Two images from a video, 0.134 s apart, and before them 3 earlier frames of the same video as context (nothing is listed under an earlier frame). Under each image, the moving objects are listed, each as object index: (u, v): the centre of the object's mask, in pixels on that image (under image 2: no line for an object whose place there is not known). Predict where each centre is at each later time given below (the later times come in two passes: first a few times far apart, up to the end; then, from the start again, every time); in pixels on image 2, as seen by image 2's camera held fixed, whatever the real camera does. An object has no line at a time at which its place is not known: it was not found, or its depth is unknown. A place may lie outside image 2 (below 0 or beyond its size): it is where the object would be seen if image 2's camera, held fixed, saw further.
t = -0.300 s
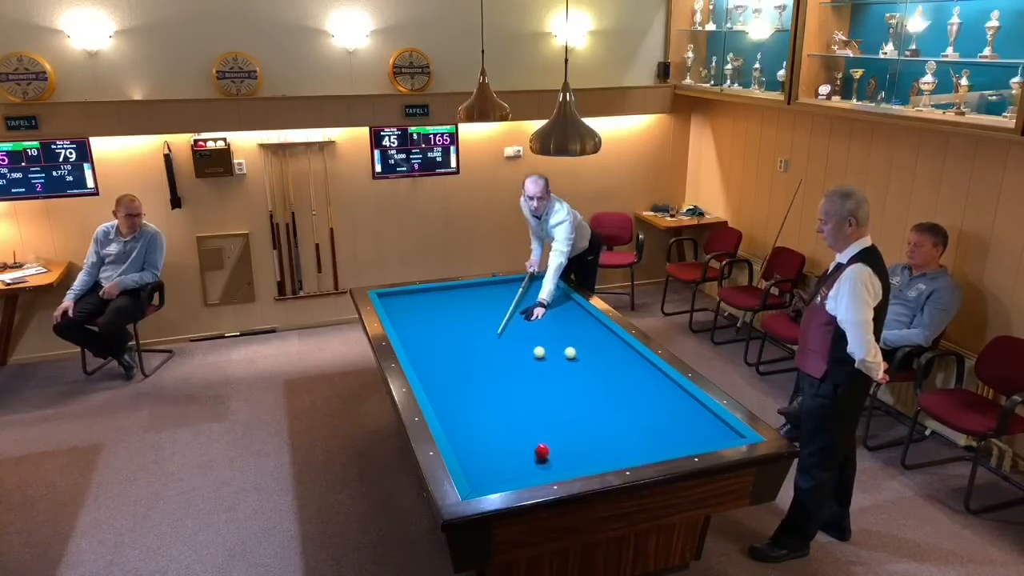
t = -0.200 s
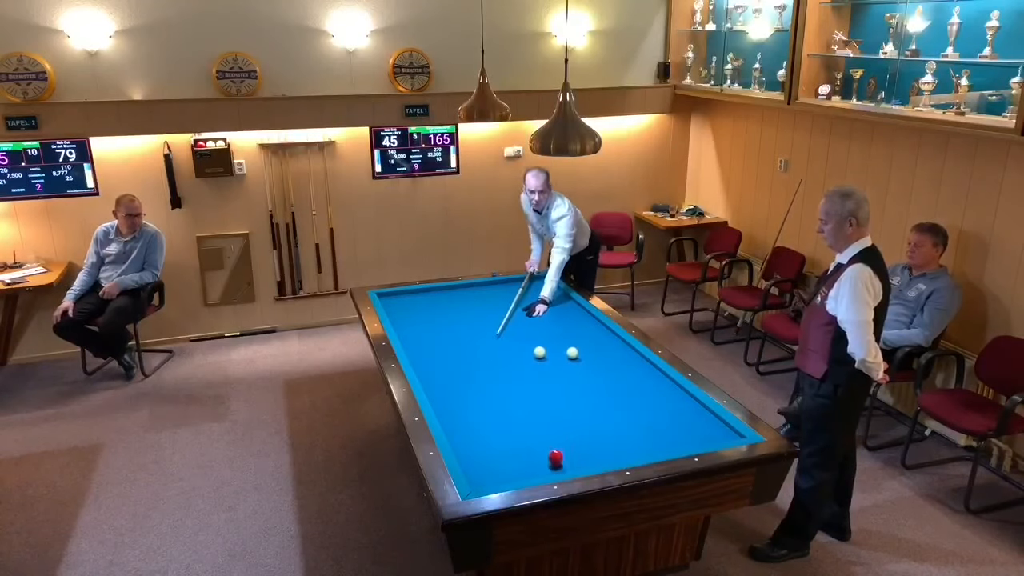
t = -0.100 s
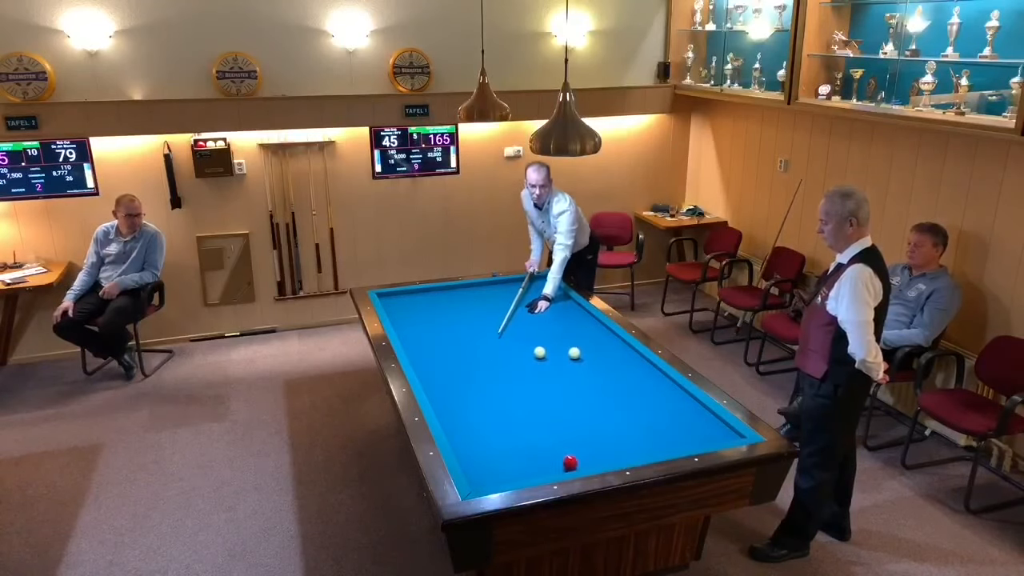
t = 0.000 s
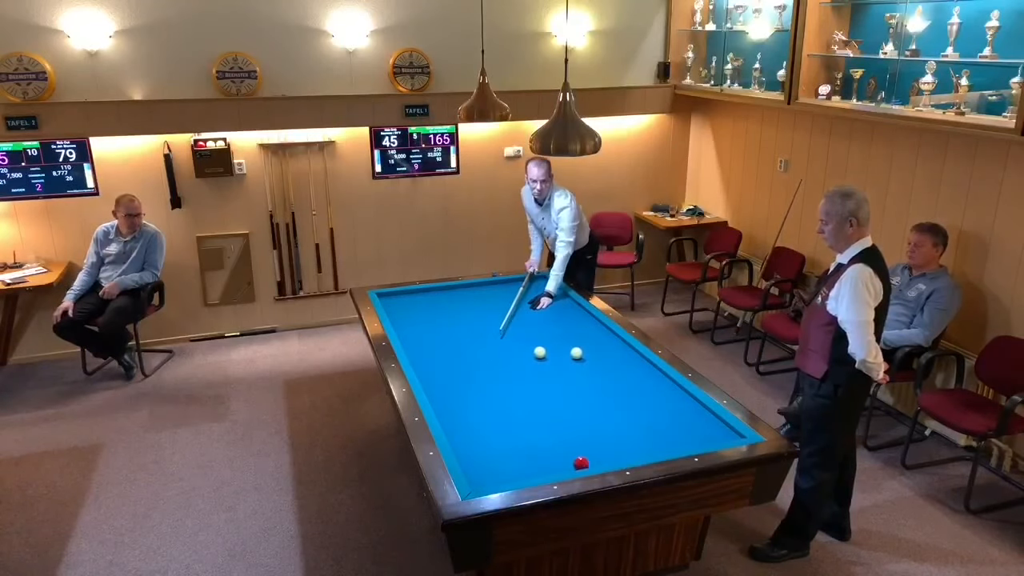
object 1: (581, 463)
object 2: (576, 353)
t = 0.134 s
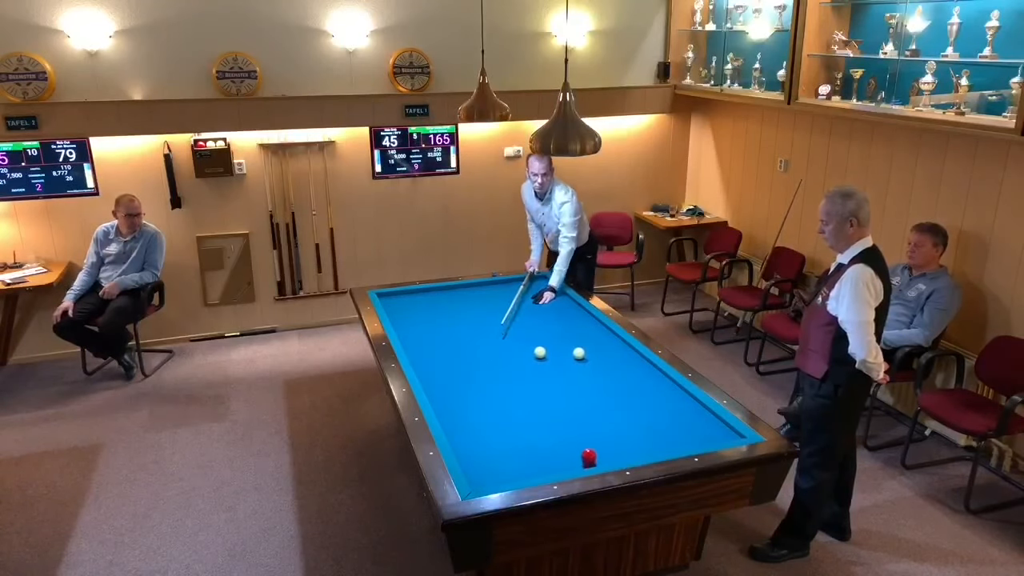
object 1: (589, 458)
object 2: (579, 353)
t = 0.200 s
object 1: (593, 454)
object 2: (580, 353)
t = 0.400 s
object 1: (603, 443)
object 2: (584, 353)
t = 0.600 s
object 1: (613, 432)
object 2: (587, 354)
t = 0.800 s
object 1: (622, 423)
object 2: (589, 354)
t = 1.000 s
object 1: (630, 414)
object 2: (592, 354)
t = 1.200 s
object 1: (638, 406)
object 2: (594, 354)
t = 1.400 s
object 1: (646, 398)
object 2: (595, 354)
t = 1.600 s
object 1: (653, 391)
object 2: (597, 354)
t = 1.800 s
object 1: (659, 384)
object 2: (598, 354)
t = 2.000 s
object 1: (664, 378)
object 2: (598, 354)
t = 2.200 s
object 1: (653, 375)
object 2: (598, 354)
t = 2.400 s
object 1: (643, 373)
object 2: (598, 354)
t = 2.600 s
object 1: (633, 370)
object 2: (598, 354)
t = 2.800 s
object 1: (623, 368)
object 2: (598, 354)
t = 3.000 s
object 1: (615, 366)
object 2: (598, 354)
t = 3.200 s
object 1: (607, 364)
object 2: (598, 354)
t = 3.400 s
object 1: (600, 361)
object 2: (598, 352)
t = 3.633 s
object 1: (591, 360)
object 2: (599, 354)
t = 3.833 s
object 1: (584, 358)
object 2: (598, 354)
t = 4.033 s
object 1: (578, 356)
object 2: (598, 354)
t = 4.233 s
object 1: (572, 354)
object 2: (598, 354)
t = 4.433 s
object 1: (566, 353)
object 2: (598, 354)
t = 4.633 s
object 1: (561, 351)
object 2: (598, 354)
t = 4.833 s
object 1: (556, 350)
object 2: (598, 354)
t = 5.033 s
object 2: (598, 354)
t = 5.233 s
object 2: (598, 354)
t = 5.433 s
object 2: (598, 354)
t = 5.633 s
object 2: (598, 354)
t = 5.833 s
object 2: (598, 354)
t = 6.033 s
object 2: (598, 354)
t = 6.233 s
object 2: (598, 354)
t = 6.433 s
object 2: (598, 354)
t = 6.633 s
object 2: (598, 354)
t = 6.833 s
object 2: (598, 354)
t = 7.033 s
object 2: (598, 354)
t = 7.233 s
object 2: (598, 354)
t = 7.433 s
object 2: (598, 354)
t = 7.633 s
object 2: (598, 354)
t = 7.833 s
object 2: (598, 354)
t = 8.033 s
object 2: (598, 354)
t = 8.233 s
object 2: (598, 354)
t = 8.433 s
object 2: (598, 354)
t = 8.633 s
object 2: (598, 354)
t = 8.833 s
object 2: (598, 354)
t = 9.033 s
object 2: (598, 354)
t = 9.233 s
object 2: (598, 354)
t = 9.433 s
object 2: (598, 354)
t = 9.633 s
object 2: (598, 354)
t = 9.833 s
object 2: (598, 354)
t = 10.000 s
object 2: (598, 354)
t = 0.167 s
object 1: (591, 457)
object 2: (579, 353)
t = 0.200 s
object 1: (593, 454)
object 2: (580, 353)
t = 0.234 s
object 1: (594, 451)
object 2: (581, 353)
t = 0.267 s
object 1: (596, 450)
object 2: (581, 353)
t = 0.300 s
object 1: (598, 448)
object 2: (582, 353)
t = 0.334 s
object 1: (600, 446)
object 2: (582, 353)
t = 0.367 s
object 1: (601, 444)
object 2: (583, 353)
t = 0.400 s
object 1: (603, 443)
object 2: (584, 353)
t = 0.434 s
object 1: (605, 441)
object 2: (584, 353)
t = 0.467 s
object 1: (606, 439)
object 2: (584, 354)
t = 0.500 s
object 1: (608, 437)
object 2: (585, 354)
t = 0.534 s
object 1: (609, 435)
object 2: (586, 354)
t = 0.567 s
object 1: (611, 434)
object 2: (586, 354)
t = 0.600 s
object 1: (613, 432)
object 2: (587, 354)
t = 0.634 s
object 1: (614, 431)
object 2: (587, 354)
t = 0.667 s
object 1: (616, 429)
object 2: (588, 354)
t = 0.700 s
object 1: (617, 427)
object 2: (588, 354)
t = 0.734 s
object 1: (619, 426)
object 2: (588, 354)
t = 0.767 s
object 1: (620, 424)
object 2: (589, 354)
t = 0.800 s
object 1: (622, 423)
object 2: (589, 354)
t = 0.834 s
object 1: (623, 421)
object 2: (590, 354)
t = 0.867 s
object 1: (625, 420)
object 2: (590, 354)
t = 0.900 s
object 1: (626, 418)
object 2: (590, 354)
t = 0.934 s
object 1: (627, 417)
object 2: (591, 354)
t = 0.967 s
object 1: (629, 415)
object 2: (591, 354)
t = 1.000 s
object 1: (630, 414)
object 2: (592, 354)
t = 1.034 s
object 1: (632, 413)
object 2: (592, 354)
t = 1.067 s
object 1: (633, 411)
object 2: (593, 354)
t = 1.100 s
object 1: (634, 410)
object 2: (593, 354)
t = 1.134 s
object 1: (636, 408)
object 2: (593, 354)
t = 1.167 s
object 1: (637, 407)
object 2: (593, 354)
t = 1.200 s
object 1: (638, 406)
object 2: (594, 354)
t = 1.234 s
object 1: (640, 404)
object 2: (594, 354)
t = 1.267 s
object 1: (641, 403)
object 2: (594, 354)
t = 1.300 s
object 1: (642, 402)
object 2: (594, 354)
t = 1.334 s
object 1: (643, 401)
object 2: (595, 354)
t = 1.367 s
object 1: (645, 399)
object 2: (595, 354)
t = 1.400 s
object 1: (646, 398)
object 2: (595, 354)
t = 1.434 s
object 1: (647, 397)
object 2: (595, 354)
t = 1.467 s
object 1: (648, 396)
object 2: (596, 354)
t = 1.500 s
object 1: (649, 394)
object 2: (596, 354)
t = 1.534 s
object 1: (651, 393)
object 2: (596, 354)
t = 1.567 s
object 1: (651, 392)
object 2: (596, 354)
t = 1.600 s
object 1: (653, 391)
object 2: (597, 354)
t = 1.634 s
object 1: (654, 390)
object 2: (597, 354)
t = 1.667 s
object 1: (655, 389)
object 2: (597, 354)
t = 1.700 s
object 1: (656, 387)
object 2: (597, 354)
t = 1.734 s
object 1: (657, 386)
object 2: (597, 354)
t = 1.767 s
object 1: (658, 385)
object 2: (597, 354)
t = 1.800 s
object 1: (659, 384)
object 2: (598, 354)
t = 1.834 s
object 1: (660, 383)
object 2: (598, 354)
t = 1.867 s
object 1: (661, 382)
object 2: (598, 354)
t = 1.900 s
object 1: (662, 381)
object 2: (598, 354)
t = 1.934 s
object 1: (664, 379)
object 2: (598, 354)
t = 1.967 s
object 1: (665, 379)
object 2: (598, 354)
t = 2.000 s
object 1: (664, 378)
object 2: (598, 354)
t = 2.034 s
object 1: (662, 377)
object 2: (598, 354)
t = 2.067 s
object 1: (660, 377)
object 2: (598, 354)
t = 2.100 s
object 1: (659, 377)
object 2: (598, 354)
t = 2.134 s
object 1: (657, 376)
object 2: (598, 354)
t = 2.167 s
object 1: (655, 376)
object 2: (598, 354)
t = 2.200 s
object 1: (653, 375)
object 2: (598, 354)
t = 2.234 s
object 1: (652, 375)
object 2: (598, 354)
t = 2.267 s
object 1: (649, 375)
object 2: (598, 354)
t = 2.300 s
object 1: (648, 374)
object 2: (598, 354)
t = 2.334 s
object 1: (646, 373)
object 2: (598, 354)
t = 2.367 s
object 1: (644, 373)
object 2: (598, 354)
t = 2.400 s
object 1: (643, 373)
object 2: (598, 354)
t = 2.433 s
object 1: (641, 372)
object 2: (598, 354)
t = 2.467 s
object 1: (639, 372)
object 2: (598, 354)
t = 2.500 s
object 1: (638, 371)
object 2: (598, 354)
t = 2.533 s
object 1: (636, 371)
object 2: (598, 354)
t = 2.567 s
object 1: (634, 370)
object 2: (598, 354)
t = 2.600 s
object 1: (633, 370)
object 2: (598, 354)
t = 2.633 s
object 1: (631, 369)
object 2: (598, 354)
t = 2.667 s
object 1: (629, 369)
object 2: (598, 354)
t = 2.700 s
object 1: (628, 369)
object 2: (598, 354)
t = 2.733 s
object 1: (627, 368)
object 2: (598, 354)
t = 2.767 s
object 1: (625, 368)
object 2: (598, 354)
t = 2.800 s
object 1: (623, 368)
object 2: (598, 354)
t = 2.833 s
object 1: (622, 367)
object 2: (598, 354)
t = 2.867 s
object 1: (621, 367)
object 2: (598, 354)
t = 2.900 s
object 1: (619, 367)
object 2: (598, 354)
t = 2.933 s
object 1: (618, 366)
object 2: (598, 354)
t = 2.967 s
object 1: (617, 366)
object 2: (598, 354)
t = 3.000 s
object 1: (615, 366)
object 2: (598, 354)
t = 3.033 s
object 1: (614, 365)
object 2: (598, 354)
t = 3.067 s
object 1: (612, 365)
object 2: (598, 354)
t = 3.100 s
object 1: (611, 365)
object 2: (598, 354)
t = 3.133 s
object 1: (609, 364)
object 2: (598, 354)
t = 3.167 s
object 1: (608, 364)
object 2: (598, 354)
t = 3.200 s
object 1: (607, 364)
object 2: (598, 354)
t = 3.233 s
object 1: (606, 364)
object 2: (598, 354)
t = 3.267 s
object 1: (604, 363)
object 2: (598, 354)
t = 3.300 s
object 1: (603, 363)
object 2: (598, 353)
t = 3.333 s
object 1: (602, 362)
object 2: (598, 353)
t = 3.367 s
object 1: (601, 362)
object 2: (598, 353)
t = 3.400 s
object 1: (600, 361)
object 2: (598, 352)
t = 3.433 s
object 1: (598, 361)
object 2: (598, 352)
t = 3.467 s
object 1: (597, 361)
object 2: (598, 352)
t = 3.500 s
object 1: (596, 361)
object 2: (599, 353)
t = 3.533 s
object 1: (594, 360)
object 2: (599, 353)
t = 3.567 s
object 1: (593, 360)
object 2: (599, 353)
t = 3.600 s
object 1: (592, 360)
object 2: (599, 353)
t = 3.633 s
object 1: (591, 360)
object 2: (599, 354)
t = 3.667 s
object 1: (590, 359)
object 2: (599, 354)
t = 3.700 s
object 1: (588, 359)
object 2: (599, 354)
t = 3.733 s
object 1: (587, 359)
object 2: (598, 354)
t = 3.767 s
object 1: (586, 358)
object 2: (598, 354)
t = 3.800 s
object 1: (585, 358)
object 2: (598, 354)
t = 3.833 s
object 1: (584, 358)
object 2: (598, 354)
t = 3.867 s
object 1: (583, 357)
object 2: (598, 354)
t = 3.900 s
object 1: (582, 357)
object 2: (598, 354)
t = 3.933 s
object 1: (581, 357)
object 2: (598, 354)
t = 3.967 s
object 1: (580, 356)
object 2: (598, 354)
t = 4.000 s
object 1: (579, 356)
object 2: (598, 354)
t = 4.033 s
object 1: (578, 356)
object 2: (598, 354)
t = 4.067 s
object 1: (577, 356)
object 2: (598, 354)
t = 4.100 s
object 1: (576, 355)
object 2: (598, 354)
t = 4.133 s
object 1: (575, 355)
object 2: (598, 354)
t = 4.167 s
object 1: (574, 355)
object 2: (598, 354)
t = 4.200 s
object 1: (573, 354)
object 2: (598, 354)
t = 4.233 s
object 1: (572, 354)
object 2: (598, 354)
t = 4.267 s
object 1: (571, 354)
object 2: (598, 354)
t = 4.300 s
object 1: (570, 353)
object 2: (598, 354)
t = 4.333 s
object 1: (569, 353)
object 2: (598, 354)
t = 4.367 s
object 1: (568, 353)
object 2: (598, 354)
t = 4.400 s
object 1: (567, 353)
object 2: (598, 354)
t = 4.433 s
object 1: (566, 353)
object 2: (598, 354)
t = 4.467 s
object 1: (565, 352)
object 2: (598, 354)
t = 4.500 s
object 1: (565, 352)
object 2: (598, 354)
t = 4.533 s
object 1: (564, 352)
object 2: (598, 354)
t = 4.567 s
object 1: (563, 352)
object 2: (598, 354)
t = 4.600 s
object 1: (562, 352)
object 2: (598, 354)
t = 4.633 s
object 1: (561, 351)
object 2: (598, 354)
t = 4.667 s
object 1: (560, 351)
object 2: (598, 354)
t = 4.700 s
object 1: (559, 351)
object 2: (598, 354)
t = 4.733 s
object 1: (559, 351)
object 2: (598, 354)
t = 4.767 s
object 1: (558, 351)
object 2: (598, 354)
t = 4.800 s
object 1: (557, 351)
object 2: (598, 354)
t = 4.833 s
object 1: (556, 350)
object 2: (598, 354)
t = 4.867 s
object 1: (556, 350)
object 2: (598, 354)
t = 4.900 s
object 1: (555, 350)
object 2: (598, 354)
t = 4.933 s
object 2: (598, 354)
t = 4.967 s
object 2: (598, 354)
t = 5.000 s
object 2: (598, 354)
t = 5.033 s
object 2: (598, 354)
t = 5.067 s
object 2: (598, 354)
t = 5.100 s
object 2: (598, 354)
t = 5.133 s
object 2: (598, 354)
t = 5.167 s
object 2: (598, 354)
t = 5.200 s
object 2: (598, 354)
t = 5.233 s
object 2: (598, 354)
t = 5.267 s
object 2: (598, 354)
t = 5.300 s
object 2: (598, 354)
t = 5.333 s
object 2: (598, 354)
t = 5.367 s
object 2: (598, 354)
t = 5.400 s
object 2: (598, 354)
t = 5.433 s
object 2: (598, 354)
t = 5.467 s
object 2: (598, 354)
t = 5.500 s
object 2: (598, 354)
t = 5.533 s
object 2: (598, 354)
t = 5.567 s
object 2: (598, 354)
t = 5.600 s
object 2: (598, 354)
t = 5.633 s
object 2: (598, 354)
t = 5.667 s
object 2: (598, 354)
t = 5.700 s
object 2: (598, 354)
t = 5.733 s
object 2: (598, 354)
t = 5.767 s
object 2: (598, 354)
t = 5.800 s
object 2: (598, 354)
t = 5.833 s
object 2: (598, 354)
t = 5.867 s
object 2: (598, 354)
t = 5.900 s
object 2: (598, 354)
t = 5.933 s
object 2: (598, 354)
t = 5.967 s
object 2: (598, 354)
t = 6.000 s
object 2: (598, 354)
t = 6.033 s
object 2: (598, 354)
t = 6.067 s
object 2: (598, 354)
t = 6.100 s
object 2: (598, 354)
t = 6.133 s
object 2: (598, 354)
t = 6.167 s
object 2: (598, 354)
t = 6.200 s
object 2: (598, 354)
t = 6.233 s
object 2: (598, 354)
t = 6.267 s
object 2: (598, 354)
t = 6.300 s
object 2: (598, 354)
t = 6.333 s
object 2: (598, 354)
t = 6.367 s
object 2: (598, 354)
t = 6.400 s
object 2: (598, 354)
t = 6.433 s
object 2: (598, 354)
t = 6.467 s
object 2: (598, 354)
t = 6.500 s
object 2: (598, 354)
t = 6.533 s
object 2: (598, 354)
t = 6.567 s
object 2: (598, 354)
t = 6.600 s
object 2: (598, 354)
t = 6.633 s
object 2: (598, 354)
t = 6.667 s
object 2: (598, 354)
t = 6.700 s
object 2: (598, 354)
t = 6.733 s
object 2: (598, 354)
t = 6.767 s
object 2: (598, 354)
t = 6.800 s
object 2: (598, 354)
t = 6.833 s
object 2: (598, 354)
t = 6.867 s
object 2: (598, 354)
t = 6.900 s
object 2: (598, 354)
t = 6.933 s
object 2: (598, 354)
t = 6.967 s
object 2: (598, 354)
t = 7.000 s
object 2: (598, 354)
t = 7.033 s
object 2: (598, 354)
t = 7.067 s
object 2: (598, 354)
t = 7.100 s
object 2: (598, 354)
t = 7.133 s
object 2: (598, 354)
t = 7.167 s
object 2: (598, 354)
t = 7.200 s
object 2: (598, 354)
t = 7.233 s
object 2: (598, 354)
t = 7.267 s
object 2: (598, 354)
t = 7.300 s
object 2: (598, 354)
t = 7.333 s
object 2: (598, 354)
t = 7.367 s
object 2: (598, 354)
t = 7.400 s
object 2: (598, 354)
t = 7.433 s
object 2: (598, 354)
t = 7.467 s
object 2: (598, 354)
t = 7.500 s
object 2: (598, 354)
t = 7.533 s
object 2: (598, 354)
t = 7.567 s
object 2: (598, 354)
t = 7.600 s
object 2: (598, 354)
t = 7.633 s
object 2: (598, 354)
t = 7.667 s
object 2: (598, 354)
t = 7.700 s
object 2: (598, 354)
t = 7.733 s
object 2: (598, 354)
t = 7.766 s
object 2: (598, 354)
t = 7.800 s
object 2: (598, 354)
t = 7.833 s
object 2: (598, 354)
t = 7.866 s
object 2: (598, 354)
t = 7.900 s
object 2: (598, 354)
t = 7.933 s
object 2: (598, 354)
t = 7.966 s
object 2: (598, 354)
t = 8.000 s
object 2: (598, 354)
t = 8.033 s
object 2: (598, 354)
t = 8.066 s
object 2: (598, 354)
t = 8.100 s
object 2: (598, 354)
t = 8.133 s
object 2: (598, 354)
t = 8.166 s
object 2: (598, 354)
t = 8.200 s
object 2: (598, 354)
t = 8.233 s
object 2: (598, 354)
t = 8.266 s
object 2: (598, 354)
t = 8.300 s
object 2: (598, 354)
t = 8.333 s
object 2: (598, 354)
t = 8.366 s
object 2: (598, 354)
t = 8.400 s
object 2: (598, 354)
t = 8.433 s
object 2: (598, 354)
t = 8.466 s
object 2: (598, 354)
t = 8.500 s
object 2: (598, 354)
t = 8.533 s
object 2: (598, 354)
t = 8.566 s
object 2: (598, 354)
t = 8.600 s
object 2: (598, 354)
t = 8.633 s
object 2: (598, 354)
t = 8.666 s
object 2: (598, 354)
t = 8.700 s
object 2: (598, 354)
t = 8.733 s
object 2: (598, 354)
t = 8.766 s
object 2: (598, 354)
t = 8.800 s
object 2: (598, 354)
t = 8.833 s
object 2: (598, 354)
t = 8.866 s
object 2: (598, 354)
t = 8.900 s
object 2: (598, 354)
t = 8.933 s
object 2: (598, 354)
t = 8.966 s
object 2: (598, 354)
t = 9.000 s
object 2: (598, 354)
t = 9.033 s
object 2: (598, 354)
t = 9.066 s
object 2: (598, 354)
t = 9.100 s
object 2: (598, 354)
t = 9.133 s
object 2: (598, 354)
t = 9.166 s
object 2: (598, 354)
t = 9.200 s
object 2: (598, 354)
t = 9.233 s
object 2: (598, 354)
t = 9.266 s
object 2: (598, 354)
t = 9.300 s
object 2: (598, 354)
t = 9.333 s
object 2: (598, 354)
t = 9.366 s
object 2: (598, 354)
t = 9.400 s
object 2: (598, 354)
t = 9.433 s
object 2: (598, 354)
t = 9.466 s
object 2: (598, 354)
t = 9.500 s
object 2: (598, 354)
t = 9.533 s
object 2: (598, 354)
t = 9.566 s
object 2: (598, 354)
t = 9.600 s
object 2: (598, 354)
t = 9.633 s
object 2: (598, 354)
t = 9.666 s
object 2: (598, 354)
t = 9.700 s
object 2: (598, 354)
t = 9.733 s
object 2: (598, 354)
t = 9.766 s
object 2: (598, 354)
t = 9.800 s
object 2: (598, 354)
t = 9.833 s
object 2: (598, 354)
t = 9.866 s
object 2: (598, 354)
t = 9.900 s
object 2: (598, 354)
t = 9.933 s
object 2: (598, 354)
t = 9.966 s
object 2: (598, 354)
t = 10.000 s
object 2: (598, 354)
